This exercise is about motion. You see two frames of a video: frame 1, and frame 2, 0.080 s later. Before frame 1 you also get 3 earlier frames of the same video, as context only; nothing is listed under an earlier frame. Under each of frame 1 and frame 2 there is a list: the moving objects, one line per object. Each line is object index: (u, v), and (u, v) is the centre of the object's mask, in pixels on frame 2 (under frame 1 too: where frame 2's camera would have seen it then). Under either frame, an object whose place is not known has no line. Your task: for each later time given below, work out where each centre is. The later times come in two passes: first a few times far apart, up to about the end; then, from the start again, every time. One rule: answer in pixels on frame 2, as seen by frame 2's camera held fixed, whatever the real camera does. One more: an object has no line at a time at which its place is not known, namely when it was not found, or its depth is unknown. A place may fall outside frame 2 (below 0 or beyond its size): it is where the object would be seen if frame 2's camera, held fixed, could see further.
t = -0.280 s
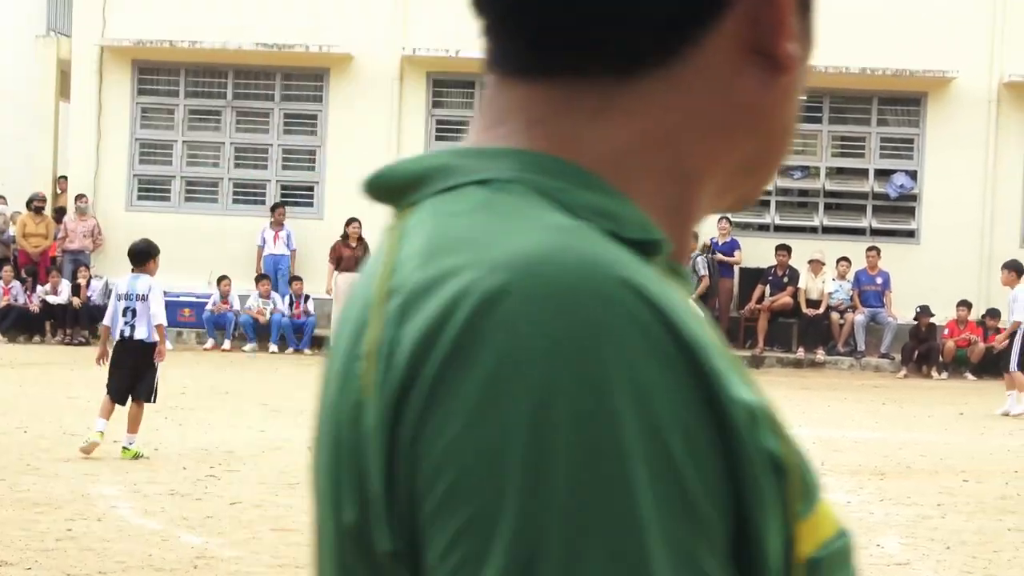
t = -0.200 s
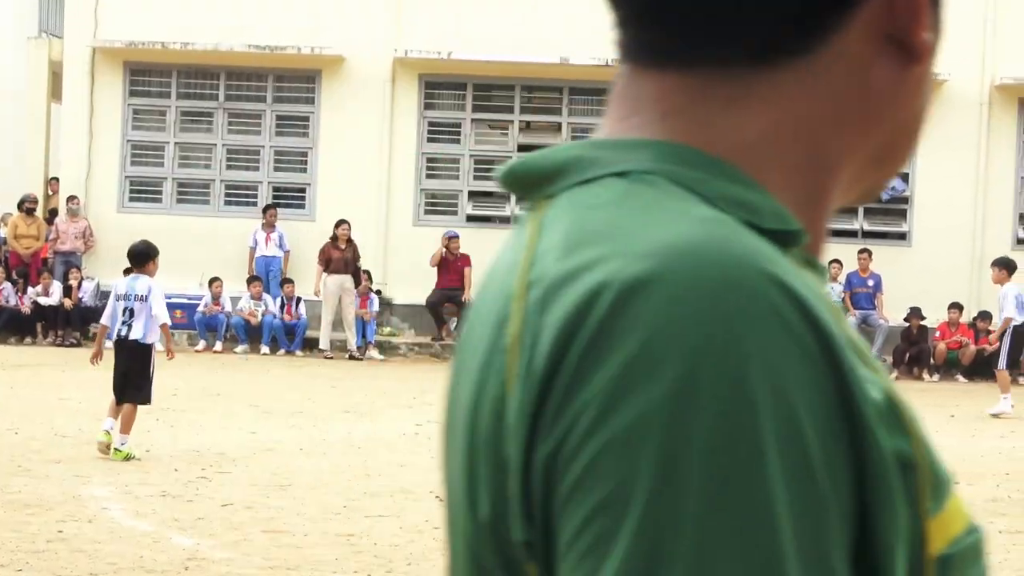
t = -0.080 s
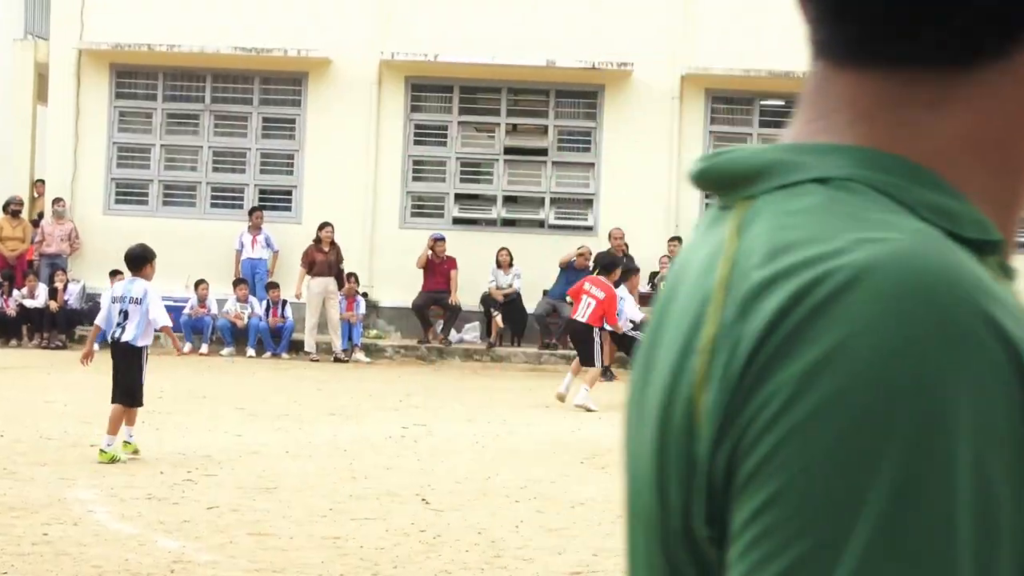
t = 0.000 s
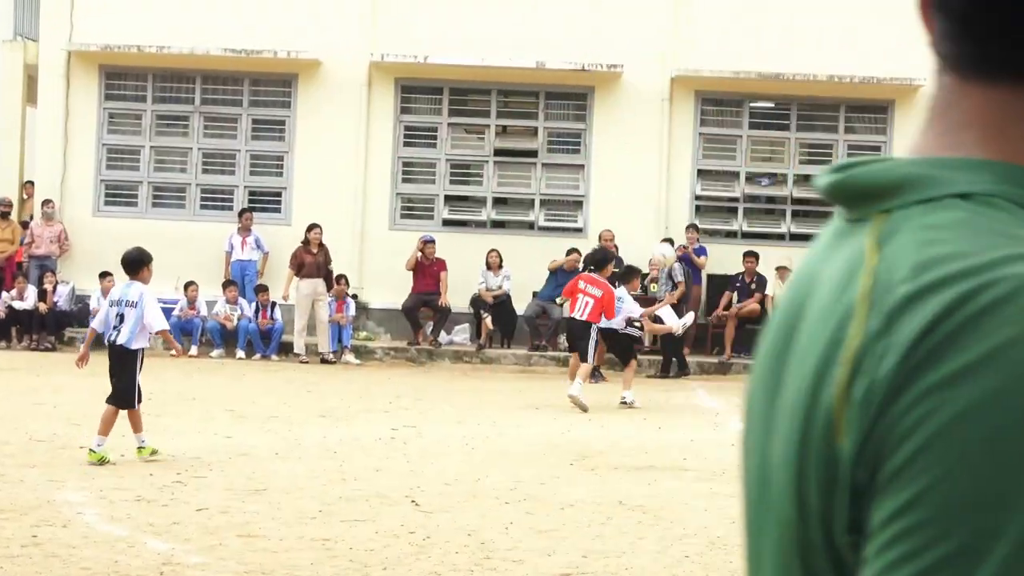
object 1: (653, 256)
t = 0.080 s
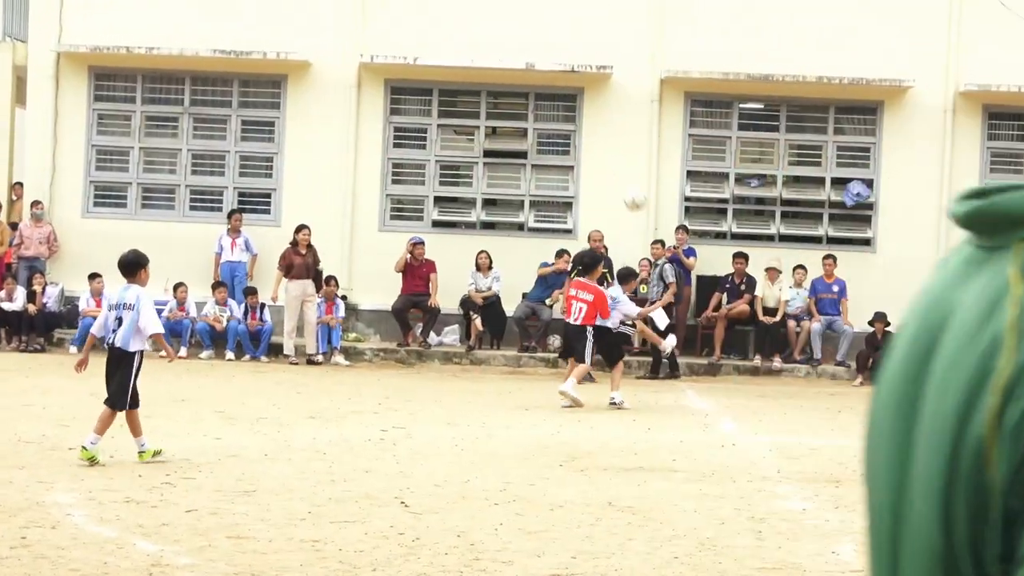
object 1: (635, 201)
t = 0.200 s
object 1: (608, 126)
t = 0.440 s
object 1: (553, 33)
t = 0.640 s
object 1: (506, 1)
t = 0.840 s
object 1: (458, 10)
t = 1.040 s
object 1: (408, 62)
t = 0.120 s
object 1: (626, 174)
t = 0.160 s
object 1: (617, 151)
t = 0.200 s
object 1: (608, 126)
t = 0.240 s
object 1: (599, 105)
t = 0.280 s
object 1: (589, 86)
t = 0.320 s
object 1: (577, 74)
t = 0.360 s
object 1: (571, 59)
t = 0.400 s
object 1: (562, 44)
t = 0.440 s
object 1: (553, 33)
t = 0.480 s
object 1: (543, 23)
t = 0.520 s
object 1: (534, 15)
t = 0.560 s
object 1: (525, 9)
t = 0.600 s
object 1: (515, 5)
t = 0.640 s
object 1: (506, 1)
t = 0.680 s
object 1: (496, 0)
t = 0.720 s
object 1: (487, -1)
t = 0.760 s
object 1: (477, 2)
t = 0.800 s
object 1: (468, 6)
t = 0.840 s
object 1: (458, 10)
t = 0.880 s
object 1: (448, 17)
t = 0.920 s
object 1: (438, 25)
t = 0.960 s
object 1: (428, 36)
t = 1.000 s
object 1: (419, 48)
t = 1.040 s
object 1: (408, 62)
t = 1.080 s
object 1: (398, 75)
